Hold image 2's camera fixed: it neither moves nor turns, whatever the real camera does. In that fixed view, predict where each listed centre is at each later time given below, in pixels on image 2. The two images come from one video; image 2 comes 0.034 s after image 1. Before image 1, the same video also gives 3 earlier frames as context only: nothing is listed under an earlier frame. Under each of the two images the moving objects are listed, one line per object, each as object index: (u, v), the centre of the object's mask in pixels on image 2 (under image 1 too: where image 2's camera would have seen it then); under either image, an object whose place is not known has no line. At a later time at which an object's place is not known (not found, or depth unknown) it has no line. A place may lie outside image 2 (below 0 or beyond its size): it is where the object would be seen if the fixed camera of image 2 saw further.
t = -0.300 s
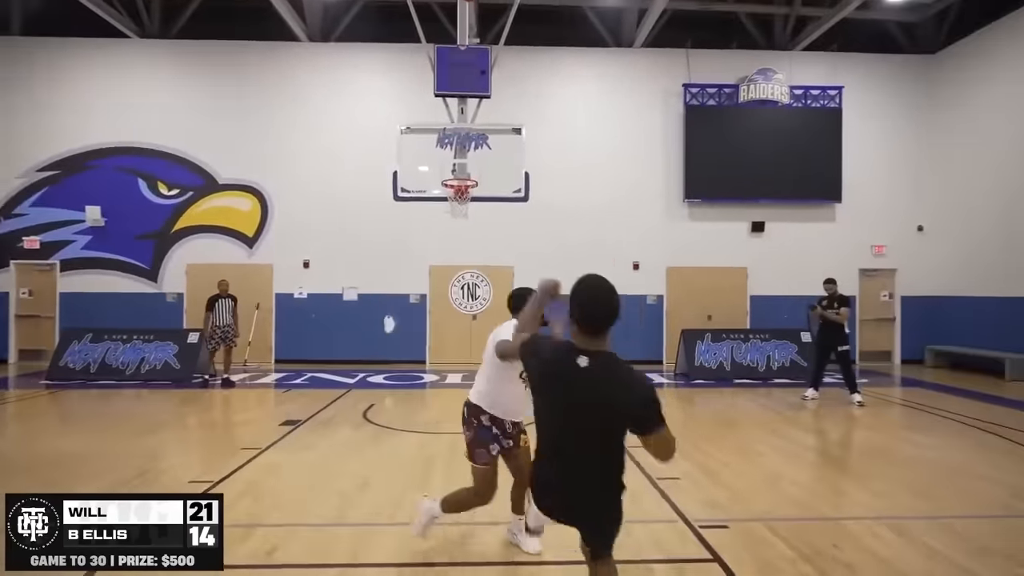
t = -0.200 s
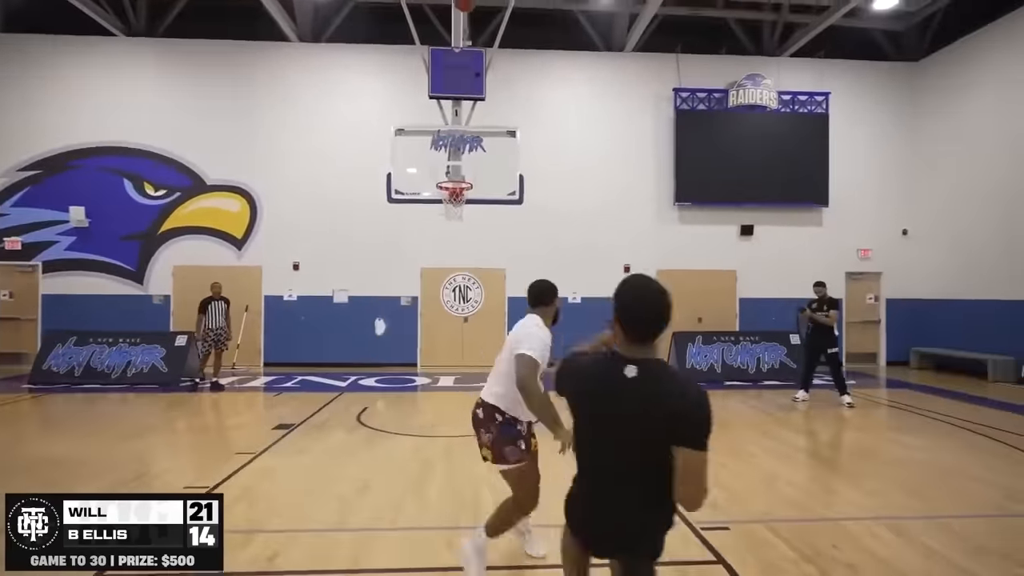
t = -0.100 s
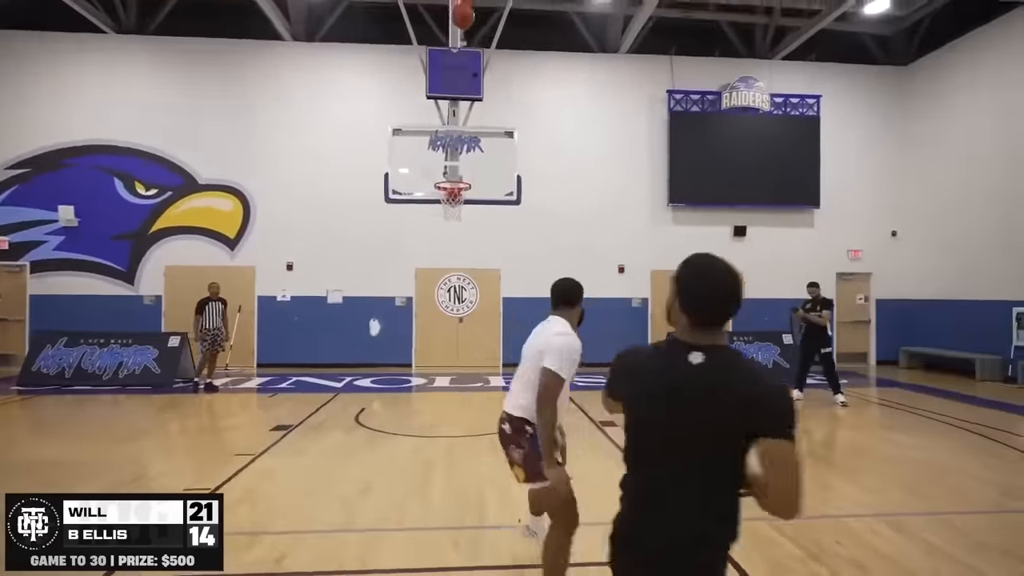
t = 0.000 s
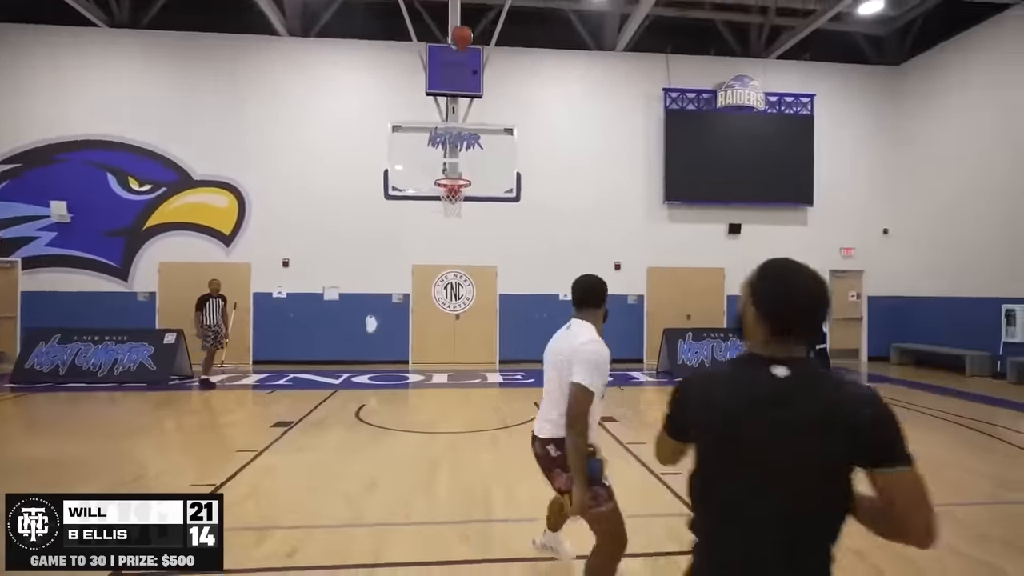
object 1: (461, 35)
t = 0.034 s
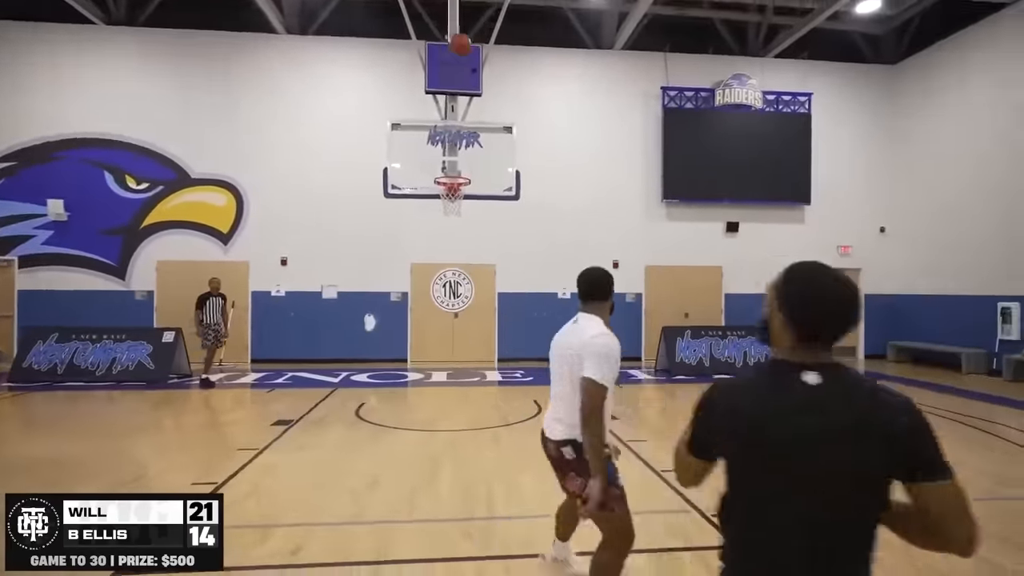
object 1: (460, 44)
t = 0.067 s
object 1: (460, 54)
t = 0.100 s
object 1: (459, 64)
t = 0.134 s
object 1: (458, 75)
